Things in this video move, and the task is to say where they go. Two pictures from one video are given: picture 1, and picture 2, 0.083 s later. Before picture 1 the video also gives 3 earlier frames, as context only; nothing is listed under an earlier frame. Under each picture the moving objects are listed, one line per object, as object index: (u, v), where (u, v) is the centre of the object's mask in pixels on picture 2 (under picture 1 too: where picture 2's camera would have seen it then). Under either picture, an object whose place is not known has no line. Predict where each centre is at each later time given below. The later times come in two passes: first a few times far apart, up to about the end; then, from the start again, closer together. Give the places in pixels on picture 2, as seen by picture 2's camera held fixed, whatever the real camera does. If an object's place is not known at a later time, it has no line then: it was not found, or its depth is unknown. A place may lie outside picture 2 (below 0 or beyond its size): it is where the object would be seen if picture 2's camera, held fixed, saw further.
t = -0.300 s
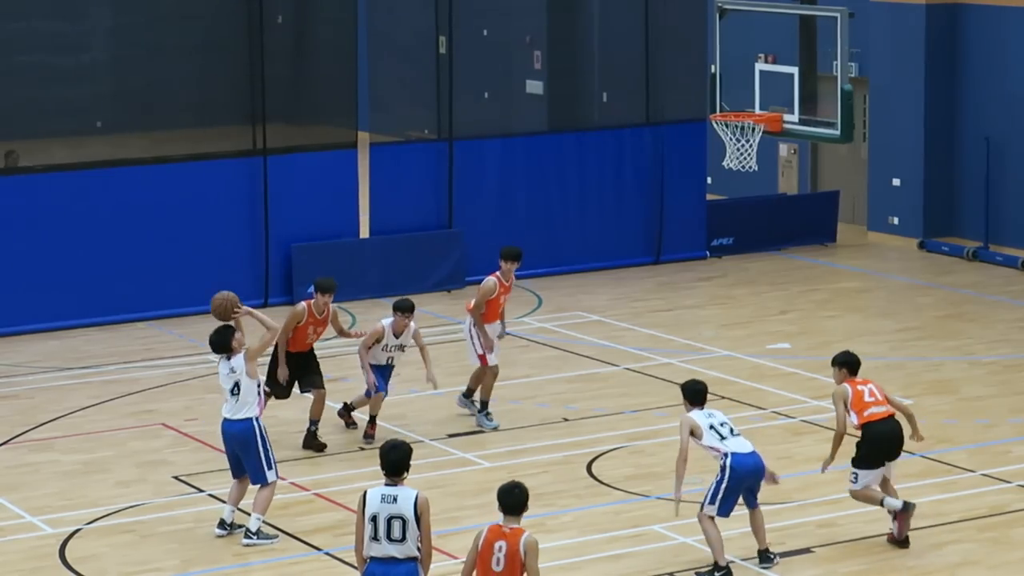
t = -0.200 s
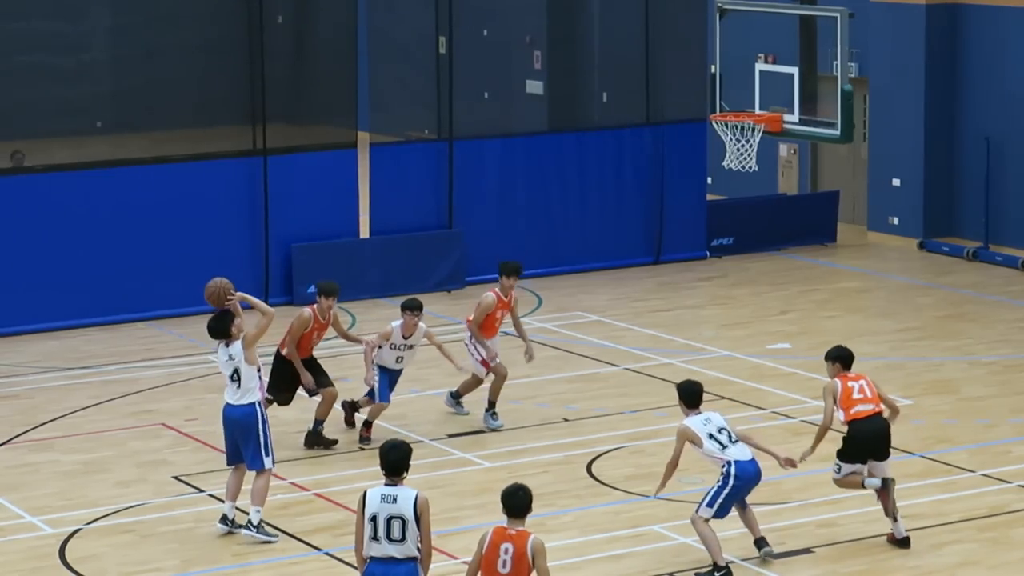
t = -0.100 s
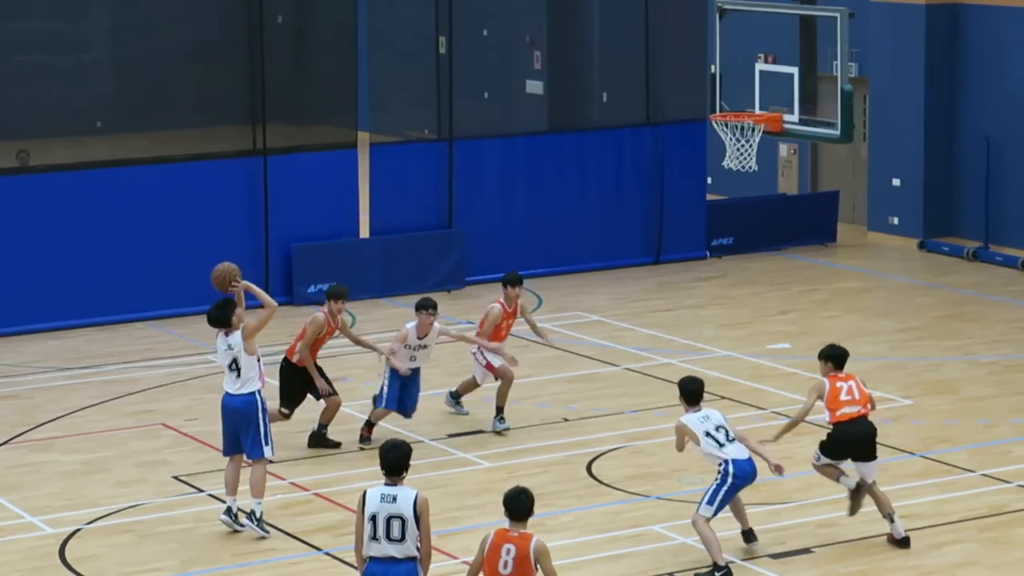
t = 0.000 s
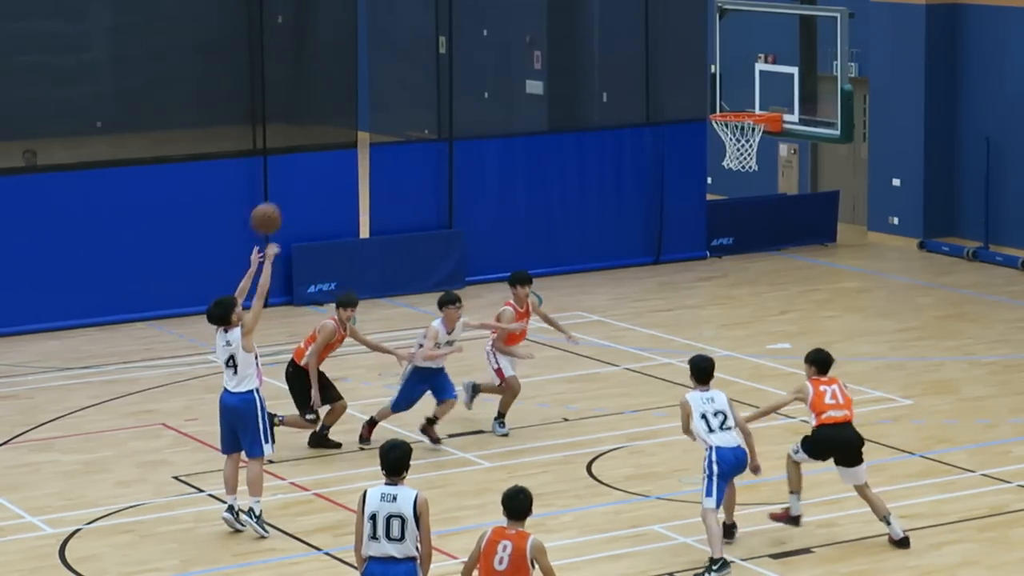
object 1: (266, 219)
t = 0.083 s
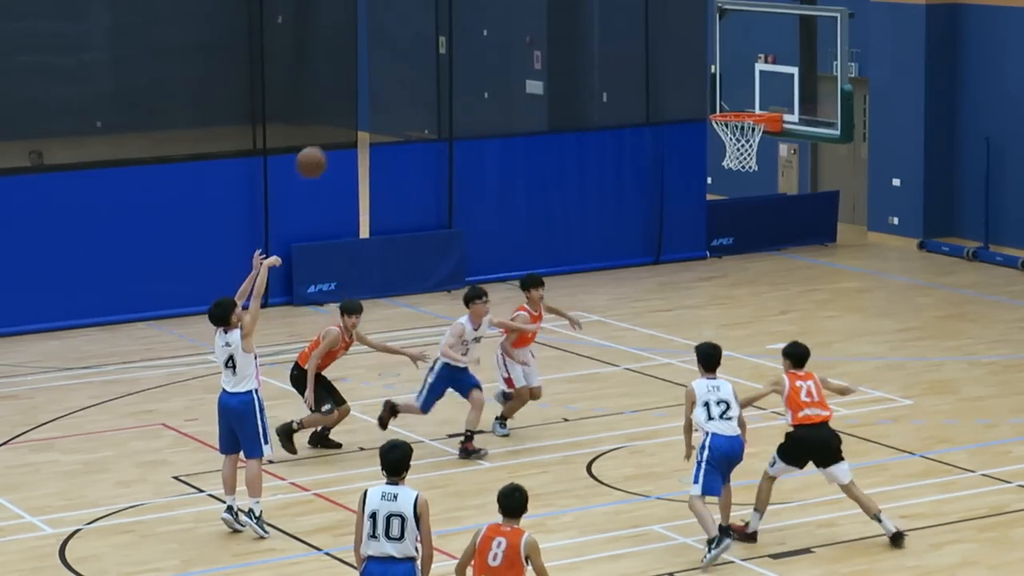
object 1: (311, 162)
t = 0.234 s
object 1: (392, 85)
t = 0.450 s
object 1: (504, 24)
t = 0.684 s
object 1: (621, 23)
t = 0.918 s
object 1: (729, 84)
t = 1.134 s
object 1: (681, 92)
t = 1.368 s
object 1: (570, 117)
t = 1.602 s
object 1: (460, 207)
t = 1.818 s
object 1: (361, 348)
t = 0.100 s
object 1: (320, 151)
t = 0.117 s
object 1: (329, 142)
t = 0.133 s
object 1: (338, 133)
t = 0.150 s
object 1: (347, 123)
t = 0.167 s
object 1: (356, 115)
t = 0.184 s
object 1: (364, 107)
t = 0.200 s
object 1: (374, 99)
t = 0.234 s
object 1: (392, 85)
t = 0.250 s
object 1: (400, 77)
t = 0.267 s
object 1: (409, 71)
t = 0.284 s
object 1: (418, 65)
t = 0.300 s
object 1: (426, 59)
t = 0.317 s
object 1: (436, 53)
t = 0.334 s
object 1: (444, 49)
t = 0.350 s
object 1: (453, 44)
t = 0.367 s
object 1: (462, 40)
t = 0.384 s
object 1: (470, 36)
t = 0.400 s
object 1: (479, 32)
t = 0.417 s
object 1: (488, 29)
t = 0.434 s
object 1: (496, 26)
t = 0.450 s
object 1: (504, 24)
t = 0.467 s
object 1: (513, 22)
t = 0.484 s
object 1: (521, 20)
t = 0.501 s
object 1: (530, 18)
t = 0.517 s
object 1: (538, 17)
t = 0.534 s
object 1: (547, 16)
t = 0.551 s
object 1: (555, 16)
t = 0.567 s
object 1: (563, 15)
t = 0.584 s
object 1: (572, 16)
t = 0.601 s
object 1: (580, 16)
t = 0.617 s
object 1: (588, 17)
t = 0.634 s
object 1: (596, 18)
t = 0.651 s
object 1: (605, 19)
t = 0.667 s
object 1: (613, 21)
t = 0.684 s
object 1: (621, 23)
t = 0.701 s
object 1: (628, 26)
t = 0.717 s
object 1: (636, 29)
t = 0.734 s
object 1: (644, 31)
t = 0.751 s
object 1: (653, 35)
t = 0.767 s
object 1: (660, 39)
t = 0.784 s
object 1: (668, 43)
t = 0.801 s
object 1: (676, 47)
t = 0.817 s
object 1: (683, 52)
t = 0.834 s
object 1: (691, 56)
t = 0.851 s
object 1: (699, 61)
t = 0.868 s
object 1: (706, 67)
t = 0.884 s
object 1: (713, 72)
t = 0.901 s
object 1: (721, 79)
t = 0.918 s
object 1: (729, 84)
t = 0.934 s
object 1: (736, 92)
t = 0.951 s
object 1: (743, 99)
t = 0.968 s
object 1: (750, 105)
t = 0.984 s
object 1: (751, 107)
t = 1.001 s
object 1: (743, 105)
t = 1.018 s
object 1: (736, 102)
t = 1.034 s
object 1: (728, 100)
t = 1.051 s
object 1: (720, 98)
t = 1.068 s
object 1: (712, 96)
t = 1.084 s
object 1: (704, 95)
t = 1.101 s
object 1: (697, 94)
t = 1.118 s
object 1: (689, 93)
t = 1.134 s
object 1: (681, 92)
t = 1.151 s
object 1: (673, 92)
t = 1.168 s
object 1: (665, 92)
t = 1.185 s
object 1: (658, 92)
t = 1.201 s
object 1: (650, 93)
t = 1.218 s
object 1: (641, 94)
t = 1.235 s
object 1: (633, 95)
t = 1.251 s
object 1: (626, 97)
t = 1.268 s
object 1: (617, 99)
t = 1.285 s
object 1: (610, 101)
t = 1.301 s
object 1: (602, 104)
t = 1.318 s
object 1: (594, 106)
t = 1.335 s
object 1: (586, 110)
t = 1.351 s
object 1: (578, 113)
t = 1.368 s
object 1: (570, 117)
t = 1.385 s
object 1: (562, 121)
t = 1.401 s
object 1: (554, 126)
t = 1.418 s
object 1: (546, 131)
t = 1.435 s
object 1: (538, 136)
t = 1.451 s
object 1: (530, 142)
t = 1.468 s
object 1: (522, 148)
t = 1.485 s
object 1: (514, 154)
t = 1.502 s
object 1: (507, 161)
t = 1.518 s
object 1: (499, 167)
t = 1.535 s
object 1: (491, 175)
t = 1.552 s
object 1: (483, 182)
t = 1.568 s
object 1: (475, 190)
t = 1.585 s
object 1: (467, 199)
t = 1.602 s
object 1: (460, 207)
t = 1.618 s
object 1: (452, 216)
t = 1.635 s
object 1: (444, 225)
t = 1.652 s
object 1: (436, 235)
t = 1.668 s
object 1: (428, 245)
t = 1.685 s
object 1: (421, 255)
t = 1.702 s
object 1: (413, 265)
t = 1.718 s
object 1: (406, 277)
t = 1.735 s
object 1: (399, 287)
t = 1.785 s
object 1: (376, 323)
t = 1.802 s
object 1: (368, 335)
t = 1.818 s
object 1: (361, 348)
